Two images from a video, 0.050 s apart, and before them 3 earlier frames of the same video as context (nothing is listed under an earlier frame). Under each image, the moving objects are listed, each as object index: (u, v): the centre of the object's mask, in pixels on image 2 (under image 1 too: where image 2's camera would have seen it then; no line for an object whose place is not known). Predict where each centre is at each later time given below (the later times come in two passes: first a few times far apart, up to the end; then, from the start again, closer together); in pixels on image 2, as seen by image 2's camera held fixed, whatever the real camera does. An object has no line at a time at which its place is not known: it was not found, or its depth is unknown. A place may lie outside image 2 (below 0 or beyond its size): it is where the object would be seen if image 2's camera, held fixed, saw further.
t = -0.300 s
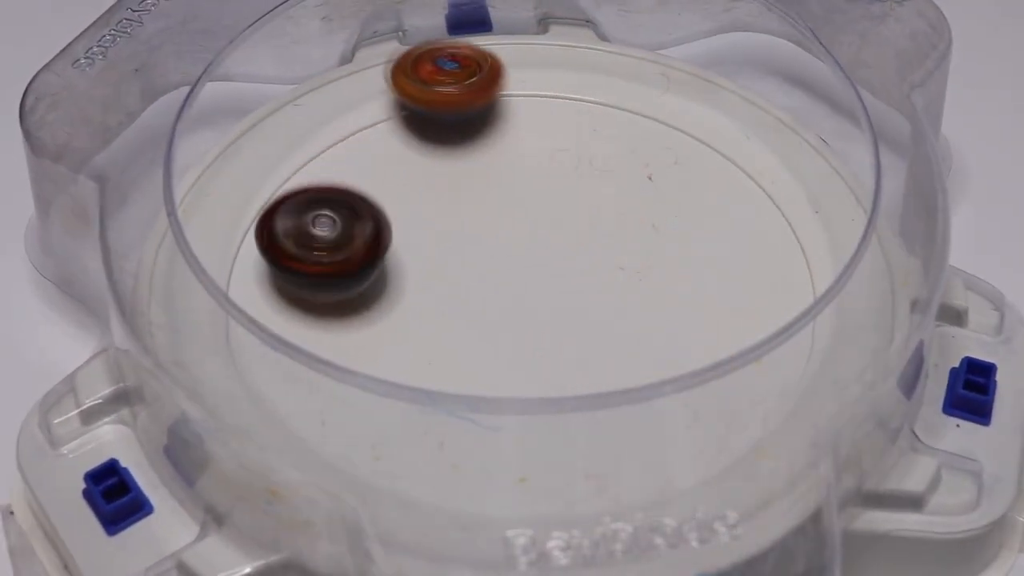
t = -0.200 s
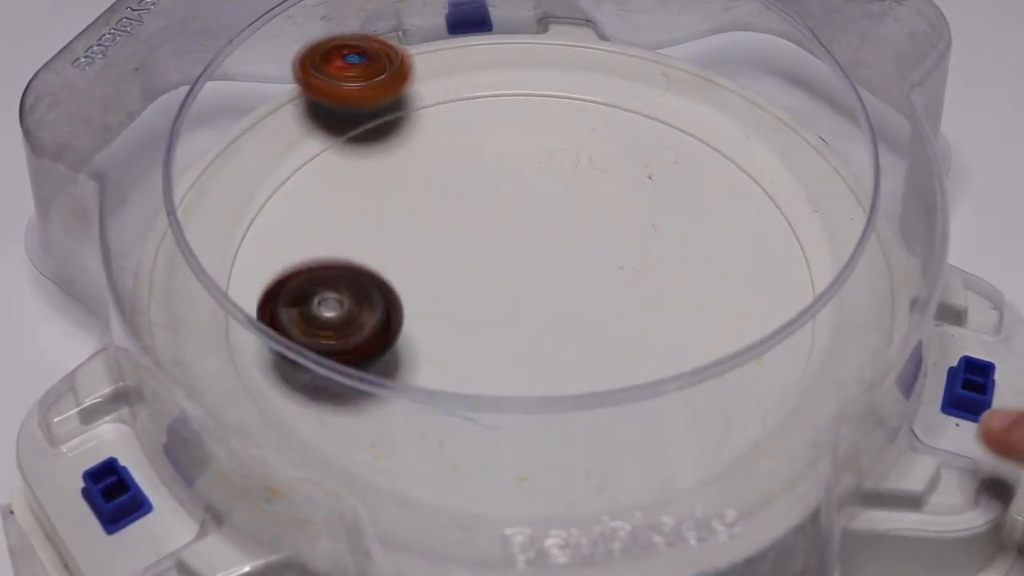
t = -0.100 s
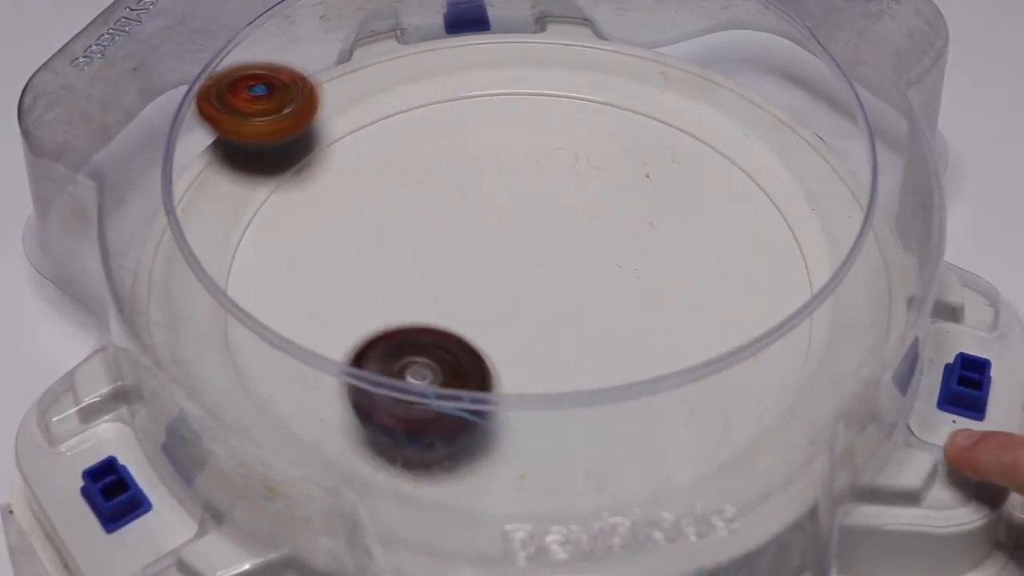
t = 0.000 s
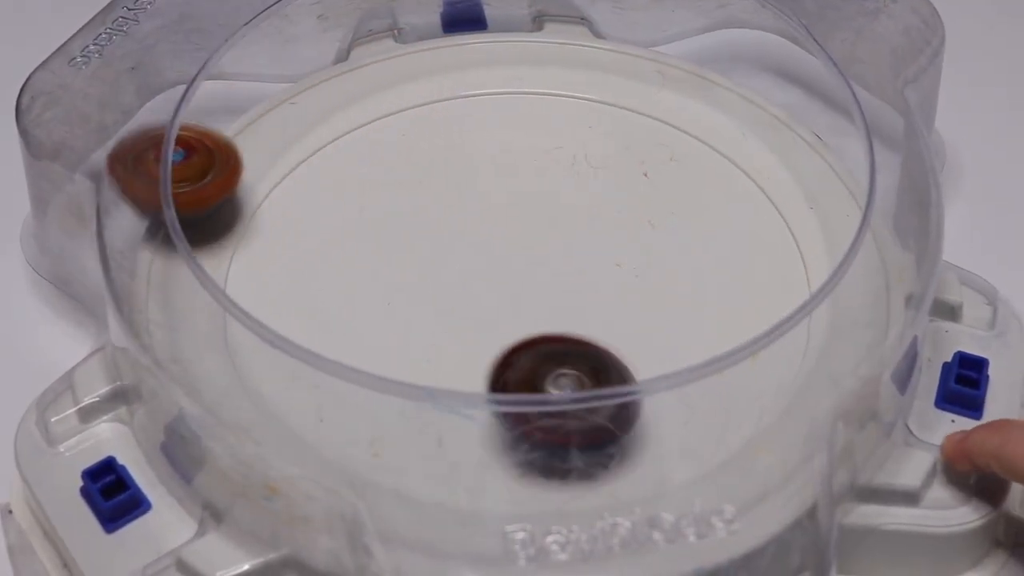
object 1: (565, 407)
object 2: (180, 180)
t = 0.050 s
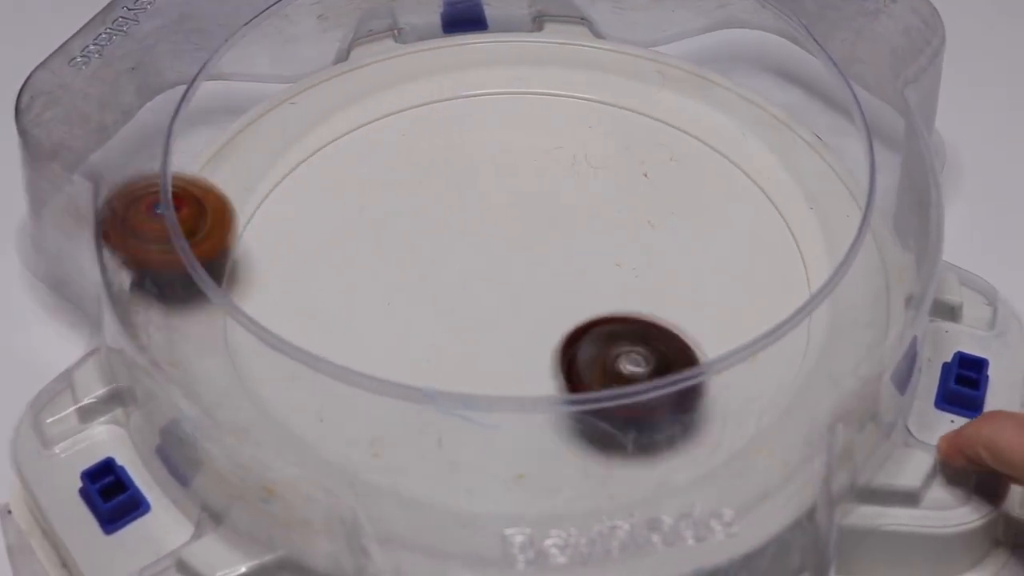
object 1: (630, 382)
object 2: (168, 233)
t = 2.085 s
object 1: (493, 461)
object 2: (616, 109)
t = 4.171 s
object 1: (365, 320)
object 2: (564, 101)
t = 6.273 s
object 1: (428, 259)
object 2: (621, 96)
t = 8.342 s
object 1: (546, 290)
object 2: (329, 307)
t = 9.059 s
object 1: (521, 275)
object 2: (650, 174)
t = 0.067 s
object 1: (647, 371)
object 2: (186, 247)
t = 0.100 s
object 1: (677, 342)
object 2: (210, 288)
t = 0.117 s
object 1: (685, 320)
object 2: (229, 308)
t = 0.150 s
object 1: (707, 300)
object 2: (274, 354)
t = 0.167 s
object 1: (715, 287)
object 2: (302, 375)
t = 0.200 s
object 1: (720, 256)
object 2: (372, 413)
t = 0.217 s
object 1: (719, 241)
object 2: (410, 426)
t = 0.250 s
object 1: (712, 211)
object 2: (494, 442)
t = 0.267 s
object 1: (705, 198)
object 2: (534, 442)
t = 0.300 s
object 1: (686, 171)
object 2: (617, 435)
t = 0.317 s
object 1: (674, 160)
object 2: (655, 426)
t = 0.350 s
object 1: (649, 133)
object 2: (724, 400)
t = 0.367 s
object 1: (634, 125)
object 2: (753, 383)
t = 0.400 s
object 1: (601, 110)
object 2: (796, 341)
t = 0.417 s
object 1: (583, 104)
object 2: (810, 317)
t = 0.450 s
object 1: (546, 95)
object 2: (828, 275)
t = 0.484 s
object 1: (509, 91)
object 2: (834, 229)
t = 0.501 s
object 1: (489, 89)
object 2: (831, 207)
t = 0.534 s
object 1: (450, 91)
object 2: (812, 167)
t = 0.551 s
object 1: (431, 95)
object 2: (804, 146)
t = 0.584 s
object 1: (395, 103)
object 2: (780, 104)
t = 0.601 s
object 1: (378, 108)
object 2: (765, 85)
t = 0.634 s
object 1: (344, 124)
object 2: (733, 43)
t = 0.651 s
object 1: (329, 134)
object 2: (716, 35)
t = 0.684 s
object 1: (305, 156)
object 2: (713, 34)
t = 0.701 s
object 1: (293, 169)
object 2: (723, 35)
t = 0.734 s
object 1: (274, 196)
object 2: (743, 49)
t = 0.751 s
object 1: (268, 212)
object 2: (753, 58)
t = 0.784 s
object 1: (263, 248)
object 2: (774, 76)
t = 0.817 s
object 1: (271, 275)
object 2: (802, 90)
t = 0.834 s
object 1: (280, 289)
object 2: (814, 97)
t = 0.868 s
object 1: (291, 345)
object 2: (840, 114)
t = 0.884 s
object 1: (307, 365)
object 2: (842, 118)
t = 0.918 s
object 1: (344, 391)
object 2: (833, 114)
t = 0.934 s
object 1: (366, 400)
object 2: (827, 112)
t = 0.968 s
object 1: (419, 434)
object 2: (805, 110)
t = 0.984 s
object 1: (449, 443)
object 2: (799, 110)
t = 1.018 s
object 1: (510, 460)
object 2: (785, 116)
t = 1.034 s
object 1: (542, 461)
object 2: (775, 115)
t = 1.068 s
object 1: (600, 440)
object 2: (745, 106)
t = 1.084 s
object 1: (628, 433)
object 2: (728, 107)
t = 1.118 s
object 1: (677, 411)
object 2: (690, 109)
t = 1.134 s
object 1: (700, 399)
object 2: (668, 112)
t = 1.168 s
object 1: (738, 368)
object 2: (625, 115)
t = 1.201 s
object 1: (766, 332)
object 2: (575, 121)
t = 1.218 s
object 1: (776, 314)
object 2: (550, 124)
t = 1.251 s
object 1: (777, 268)
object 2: (498, 133)
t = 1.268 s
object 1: (782, 257)
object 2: (472, 140)
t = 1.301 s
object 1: (788, 230)
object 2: (423, 161)
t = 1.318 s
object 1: (785, 214)
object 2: (401, 171)
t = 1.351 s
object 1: (767, 184)
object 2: (361, 194)
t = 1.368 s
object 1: (755, 169)
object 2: (342, 204)
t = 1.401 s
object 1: (725, 147)
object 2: (314, 238)
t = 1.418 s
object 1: (708, 137)
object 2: (302, 251)
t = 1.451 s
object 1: (673, 119)
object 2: (291, 282)
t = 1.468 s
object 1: (654, 112)
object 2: (286, 311)
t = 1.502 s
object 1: (614, 101)
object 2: (291, 349)
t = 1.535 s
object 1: (572, 93)
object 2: (308, 386)
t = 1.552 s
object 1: (550, 91)
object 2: (324, 404)
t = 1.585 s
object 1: (507, 91)
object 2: (362, 435)
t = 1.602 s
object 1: (486, 92)
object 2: (386, 454)
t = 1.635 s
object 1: (444, 98)
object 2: (444, 473)
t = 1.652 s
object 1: (424, 103)
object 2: (473, 477)
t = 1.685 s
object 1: (386, 115)
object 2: (539, 472)
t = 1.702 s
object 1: (368, 124)
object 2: (575, 468)
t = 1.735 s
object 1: (334, 145)
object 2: (640, 456)
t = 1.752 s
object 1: (320, 156)
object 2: (672, 450)
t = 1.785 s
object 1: (297, 183)
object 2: (725, 425)
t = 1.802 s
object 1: (288, 198)
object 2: (747, 410)
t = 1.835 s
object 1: (276, 231)
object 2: (769, 362)
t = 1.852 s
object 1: (273, 248)
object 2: (779, 341)
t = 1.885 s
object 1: (279, 273)
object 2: (786, 297)
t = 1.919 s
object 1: (287, 322)
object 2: (777, 255)
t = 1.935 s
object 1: (296, 341)
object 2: (773, 240)
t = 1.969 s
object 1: (324, 378)
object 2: (750, 204)
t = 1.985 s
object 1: (343, 390)
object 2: (737, 187)
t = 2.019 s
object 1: (385, 416)
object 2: (701, 159)
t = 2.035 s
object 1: (411, 428)
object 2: (683, 139)
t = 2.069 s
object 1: (466, 445)
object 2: (641, 121)
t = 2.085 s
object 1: (493, 461)
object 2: (616, 109)
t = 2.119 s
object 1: (551, 460)
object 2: (568, 96)
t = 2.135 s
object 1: (580, 458)
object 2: (544, 93)
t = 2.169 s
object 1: (632, 436)
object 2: (493, 89)
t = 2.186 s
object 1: (657, 427)
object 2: (469, 89)
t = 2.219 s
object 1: (702, 406)
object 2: (419, 94)
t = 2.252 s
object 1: (738, 379)
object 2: (374, 105)
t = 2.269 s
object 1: (752, 364)
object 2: (352, 113)
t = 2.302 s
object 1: (775, 318)
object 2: (312, 131)
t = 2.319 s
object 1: (782, 304)
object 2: (295, 141)
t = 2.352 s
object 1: (786, 278)
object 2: (267, 169)
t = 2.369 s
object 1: (779, 259)
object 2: (260, 192)
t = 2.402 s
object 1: (780, 234)
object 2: (246, 226)
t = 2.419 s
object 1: (774, 216)
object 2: (248, 244)
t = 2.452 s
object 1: (757, 189)
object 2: (243, 294)
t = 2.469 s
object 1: (747, 176)
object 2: (246, 313)
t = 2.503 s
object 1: (722, 155)
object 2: (268, 356)
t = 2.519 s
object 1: (707, 146)
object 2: (280, 373)
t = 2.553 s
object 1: (675, 129)
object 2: (315, 418)
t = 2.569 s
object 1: (659, 122)
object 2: (343, 429)
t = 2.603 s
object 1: (622, 113)
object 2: (397, 449)
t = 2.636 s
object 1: (582, 106)
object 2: (462, 460)
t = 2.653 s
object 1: (562, 105)
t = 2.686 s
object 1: (522, 106)
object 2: (559, 458)
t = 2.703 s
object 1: (502, 108)
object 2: (586, 441)
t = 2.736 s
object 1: (461, 116)
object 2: (640, 421)
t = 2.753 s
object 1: (442, 121)
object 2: (660, 405)
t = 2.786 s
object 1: (406, 135)
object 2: (700, 383)
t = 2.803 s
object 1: (390, 143)
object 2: (710, 354)
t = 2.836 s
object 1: (360, 162)
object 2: (726, 306)
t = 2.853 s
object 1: (346, 174)
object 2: (738, 292)
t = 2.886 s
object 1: (325, 199)
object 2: (749, 262)
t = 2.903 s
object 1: (317, 212)
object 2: (750, 243)
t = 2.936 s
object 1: (305, 241)
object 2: (740, 205)
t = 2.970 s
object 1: (301, 272)
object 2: (721, 171)
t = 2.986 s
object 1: (306, 288)
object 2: (711, 156)
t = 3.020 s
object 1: (313, 318)
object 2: (682, 121)
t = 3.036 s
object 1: (319, 337)
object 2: (666, 109)
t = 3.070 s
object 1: (343, 366)
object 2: (629, 89)
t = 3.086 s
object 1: (356, 370)
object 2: (609, 82)
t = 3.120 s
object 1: (393, 399)
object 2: (567, 71)
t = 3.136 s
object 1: (412, 408)
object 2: (543, 69)
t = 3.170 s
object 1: (456, 425)
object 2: (499, 69)
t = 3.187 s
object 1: (479, 430)
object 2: (473, 71)
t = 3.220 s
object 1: (523, 433)
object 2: (429, 80)
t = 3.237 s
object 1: (544, 431)
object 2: (408, 87)
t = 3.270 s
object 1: (589, 425)
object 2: (368, 106)
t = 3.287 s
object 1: (611, 419)
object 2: (351, 117)
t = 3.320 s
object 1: (649, 402)
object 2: (318, 145)
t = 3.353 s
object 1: (676, 375)
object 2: (294, 177)
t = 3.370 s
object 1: (692, 368)
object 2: (286, 195)
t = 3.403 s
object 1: (713, 342)
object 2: (276, 232)
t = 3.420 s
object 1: (714, 313)
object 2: (275, 254)
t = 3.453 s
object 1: (729, 296)
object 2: (291, 289)
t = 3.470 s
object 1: (733, 287)
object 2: (291, 316)
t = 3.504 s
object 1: (736, 263)
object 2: (316, 355)
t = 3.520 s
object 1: (733, 250)
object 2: (327, 378)
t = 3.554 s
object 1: (723, 227)
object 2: (367, 407)
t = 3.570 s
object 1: (716, 215)
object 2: (389, 419)
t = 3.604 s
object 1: (697, 191)
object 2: (439, 455)
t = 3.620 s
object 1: (685, 181)
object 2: (469, 459)
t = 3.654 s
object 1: (660, 166)
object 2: (524, 465)
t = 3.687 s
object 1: (632, 155)
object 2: (580, 460)
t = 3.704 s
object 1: (616, 149)
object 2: (610, 457)
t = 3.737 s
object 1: (583, 148)
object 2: (664, 444)
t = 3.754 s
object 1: (566, 145)
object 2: (689, 435)
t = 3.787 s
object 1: (534, 144)
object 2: (726, 401)
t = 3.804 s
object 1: (518, 145)
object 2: (743, 387)
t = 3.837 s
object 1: (485, 149)
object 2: (773, 354)
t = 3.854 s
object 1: (468, 149)
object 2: (786, 336)
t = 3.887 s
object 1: (438, 158)
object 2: (797, 295)
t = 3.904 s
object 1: (425, 164)
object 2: (795, 271)
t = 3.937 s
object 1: (400, 178)
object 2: (788, 241)
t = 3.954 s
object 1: (388, 186)
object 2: (787, 220)
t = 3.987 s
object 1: (368, 205)
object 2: (769, 188)
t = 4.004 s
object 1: (361, 215)
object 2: (755, 175)
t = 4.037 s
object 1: (350, 236)
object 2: (726, 148)
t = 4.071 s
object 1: (343, 260)
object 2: (691, 127)
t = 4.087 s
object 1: (342, 273)
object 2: (672, 121)
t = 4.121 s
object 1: (347, 298)
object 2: (630, 109)
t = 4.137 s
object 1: (352, 307)
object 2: (609, 106)
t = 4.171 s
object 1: (365, 320)
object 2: (564, 101)
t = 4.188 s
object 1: (374, 329)
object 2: (542, 102)
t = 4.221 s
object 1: (393, 358)
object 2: (497, 106)
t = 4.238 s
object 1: (405, 371)
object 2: (475, 110)
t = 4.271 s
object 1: (435, 383)
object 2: (433, 122)
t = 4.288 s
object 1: (449, 391)
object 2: (413, 129)
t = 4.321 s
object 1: (481, 399)
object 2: (375, 149)
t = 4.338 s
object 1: (498, 401)
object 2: (358, 169)
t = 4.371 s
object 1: (532, 400)
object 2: (327, 187)
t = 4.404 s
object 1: (564, 393)
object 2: (303, 216)
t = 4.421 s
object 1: (579, 390)
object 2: (297, 237)
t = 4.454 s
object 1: (608, 377)
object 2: (281, 261)
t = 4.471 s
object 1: (620, 371)
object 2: (286, 280)
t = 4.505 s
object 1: (641, 352)
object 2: (281, 320)
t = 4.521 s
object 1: (647, 334)
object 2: (286, 337)
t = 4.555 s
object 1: (662, 321)
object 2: (300, 372)
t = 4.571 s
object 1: (667, 314)
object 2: (312, 387)
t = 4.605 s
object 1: (675, 297)
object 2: (341, 431)
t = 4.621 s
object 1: (676, 287)
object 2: (367, 430)
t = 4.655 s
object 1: (671, 267)
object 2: (411, 454)
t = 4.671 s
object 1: (667, 258)
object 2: (440, 464)
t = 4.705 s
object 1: (658, 237)
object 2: (492, 473)
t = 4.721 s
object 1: (650, 232)
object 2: (523, 471)
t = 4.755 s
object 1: (634, 214)
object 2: (576, 466)
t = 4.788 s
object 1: (615, 202)
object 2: (632, 457)
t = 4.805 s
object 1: (604, 197)
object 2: (658, 450)
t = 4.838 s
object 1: (581, 188)
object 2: (701, 429)
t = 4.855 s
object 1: (570, 185)
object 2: (716, 406)
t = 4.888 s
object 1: (546, 182)
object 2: (738, 372)
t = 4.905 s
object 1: (534, 181)
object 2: (753, 358)
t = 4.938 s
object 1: (511, 180)
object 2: (757, 313)
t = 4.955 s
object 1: (499, 181)
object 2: (750, 290)
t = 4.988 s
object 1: (475, 186)
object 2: (755, 265)
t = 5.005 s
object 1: (465, 188)
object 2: (747, 248)
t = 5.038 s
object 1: (445, 197)
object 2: (733, 218)
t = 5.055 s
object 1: (435, 202)
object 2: (720, 204)
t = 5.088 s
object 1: (418, 213)
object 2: (695, 178)
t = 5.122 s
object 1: (405, 227)
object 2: (665, 150)
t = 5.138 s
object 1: (399, 235)
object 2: (647, 137)
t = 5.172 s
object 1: (392, 250)
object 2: (614, 122)
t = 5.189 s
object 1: (390, 258)
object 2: (592, 115)
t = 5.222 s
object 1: (389, 279)
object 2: (555, 104)
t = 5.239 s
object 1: (390, 288)
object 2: (533, 101)
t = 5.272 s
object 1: (397, 301)
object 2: (494, 97)
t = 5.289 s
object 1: (402, 313)
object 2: (472, 98)
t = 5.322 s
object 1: (416, 325)
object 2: (432, 102)
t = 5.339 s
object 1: (425, 330)
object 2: (413, 106)
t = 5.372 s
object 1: (443, 337)
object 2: (374, 117)
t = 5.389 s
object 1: (452, 340)
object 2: (357, 125)
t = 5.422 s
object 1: (477, 345)
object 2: (322, 143)
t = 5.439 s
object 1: (489, 347)
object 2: (309, 155)
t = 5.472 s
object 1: (514, 349)
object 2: (284, 180)
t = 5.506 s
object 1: (539, 348)
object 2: (268, 210)
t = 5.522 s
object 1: (550, 346)
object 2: (261, 230)
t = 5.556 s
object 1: (574, 341)
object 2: (262, 258)
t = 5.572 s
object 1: (584, 338)
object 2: (272, 276)
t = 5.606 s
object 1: (601, 331)
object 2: (274, 321)
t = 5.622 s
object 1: (610, 327)
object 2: (284, 340)
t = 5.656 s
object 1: (621, 315)
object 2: (313, 373)
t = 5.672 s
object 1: (625, 307)
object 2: (332, 390)
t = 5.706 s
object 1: (632, 292)
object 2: (375, 414)
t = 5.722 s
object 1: (633, 284)
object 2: (400, 427)
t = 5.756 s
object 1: (634, 269)
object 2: (455, 439)
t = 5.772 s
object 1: (632, 261)
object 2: (485, 443)
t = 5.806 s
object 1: (626, 244)
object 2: (538, 440)
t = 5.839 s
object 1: (617, 235)
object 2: (592, 432)
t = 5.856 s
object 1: (611, 230)
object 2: (618, 425)
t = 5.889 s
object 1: (598, 216)
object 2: (662, 404)
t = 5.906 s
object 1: (589, 213)
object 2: (684, 393)
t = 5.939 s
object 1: (572, 205)
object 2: (712, 361)
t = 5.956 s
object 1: (564, 203)
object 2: (728, 345)
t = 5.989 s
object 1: (544, 200)
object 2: (748, 310)
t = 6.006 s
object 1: (535, 198)
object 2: (747, 290)
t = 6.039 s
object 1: (516, 198)
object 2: (762, 265)
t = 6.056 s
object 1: (507, 199)
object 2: (763, 252)
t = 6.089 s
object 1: (489, 203)
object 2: (757, 222)
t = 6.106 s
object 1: (480, 206)
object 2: (752, 207)
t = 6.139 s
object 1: (465, 212)
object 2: (737, 181)
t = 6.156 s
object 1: (458, 217)
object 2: (728, 169)
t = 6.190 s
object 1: (445, 227)
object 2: (701, 145)
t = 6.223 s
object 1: (436, 239)
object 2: (673, 118)
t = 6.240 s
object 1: (432, 246)
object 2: (657, 108)
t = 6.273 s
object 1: (428, 259)
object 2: (621, 96)
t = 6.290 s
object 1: (427, 267)
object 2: (604, 91)
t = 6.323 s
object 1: (428, 281)
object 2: (563, 88)
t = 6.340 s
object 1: (430, 289)
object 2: (543, 84)
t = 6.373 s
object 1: (436, 302)
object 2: (502, 87)
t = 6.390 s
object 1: (442, 309)
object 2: (480, 90)
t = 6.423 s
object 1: (453, 325)
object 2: (443, 101)
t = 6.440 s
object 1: (459, 327)
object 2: (423, 109)
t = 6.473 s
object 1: (477, 335)
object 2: (387, 128)
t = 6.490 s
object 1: (485, 337)
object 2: (372, 140)
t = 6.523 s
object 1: (505, 340)
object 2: (343, 165)
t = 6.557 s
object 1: (524, 341)
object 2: (324, 203)
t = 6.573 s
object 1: (534, 340)
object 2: (313, 210)
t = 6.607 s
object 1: (552, 338)
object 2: (305, 251)
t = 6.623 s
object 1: (561, 337)
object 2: (302, 269)
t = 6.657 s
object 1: (578, 332)
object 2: (310, 296)
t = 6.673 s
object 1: (604, 313)
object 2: (339, 367)
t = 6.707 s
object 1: (617, 262)
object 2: (499, 464)
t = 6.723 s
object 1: (602, 241)
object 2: (600, 460)
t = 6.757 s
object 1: (550, 219)
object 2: (758, 373)
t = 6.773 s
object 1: (522, 218)
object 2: (781, 304)
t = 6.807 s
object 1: (474, 235)
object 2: (728, 193)
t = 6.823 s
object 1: (459, 252)
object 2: (663, 155)
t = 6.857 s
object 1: (458, 288)
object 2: (507, 128)
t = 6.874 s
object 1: (471, 305)
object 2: (427, 140)
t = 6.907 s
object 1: (518, 321)
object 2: (305, 210)
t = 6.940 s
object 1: (565, 305)
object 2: (279, 326)
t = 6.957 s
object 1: (578, 289)
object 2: (317, 390)
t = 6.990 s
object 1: (573, 254)
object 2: (500, 462)
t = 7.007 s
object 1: (557, 240)
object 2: (602, 439)
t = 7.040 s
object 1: (510, 235)
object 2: (715, 314)
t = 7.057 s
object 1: (489, 242)
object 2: (738, 266)
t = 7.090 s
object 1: (466, 270)
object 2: (678, 162)
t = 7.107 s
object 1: (471, 287)
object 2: (621, 128)
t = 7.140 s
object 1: (504, 312)
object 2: (483, 105)
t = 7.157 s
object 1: (529, 314)
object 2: (412, 121)
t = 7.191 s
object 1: (571, 296)
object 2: (312, 209)
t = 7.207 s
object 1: (578, 279)
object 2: (302, 273)
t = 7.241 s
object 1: (563, 249)
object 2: (387, 399)
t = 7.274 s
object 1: (521, 239)
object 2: (568, 431)
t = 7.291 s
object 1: (501, 243)
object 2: (658, 409)
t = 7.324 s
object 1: (475, 268)
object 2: (762, 311)
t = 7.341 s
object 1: (474, 285)
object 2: (769, 255)
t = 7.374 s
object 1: (506, 309)
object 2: (692, 163)
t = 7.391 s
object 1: (529, 311)
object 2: (625, 138)
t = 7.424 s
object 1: (565, 294)
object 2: (471, 139)
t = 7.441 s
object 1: (572, 279)
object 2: (402, 164)
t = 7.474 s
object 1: (558, 249)
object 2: (311, 255)
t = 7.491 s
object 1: (538, 242)
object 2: (307, 298)
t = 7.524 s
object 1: (497, 247)
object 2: (379, 422)
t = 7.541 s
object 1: (483, 259)
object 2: (465, 459)
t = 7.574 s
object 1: (483, 287)
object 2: (644, 422)
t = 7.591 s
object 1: (496, 299)
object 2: (700, 367)
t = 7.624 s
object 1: (535, 304)
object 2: (718, 249)
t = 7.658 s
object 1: (563, 284)
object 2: (636, 159)
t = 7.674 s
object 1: (562, 270)
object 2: (574, 134)
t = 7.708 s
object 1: (541, 251)
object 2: (439, 117)
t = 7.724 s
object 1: (523, 247)
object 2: (378, 138)
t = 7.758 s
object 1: (490, 257)
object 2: (305, 239)
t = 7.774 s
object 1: (481, 269)
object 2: (310, 290)
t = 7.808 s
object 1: (490, 291)
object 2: (417, 406)
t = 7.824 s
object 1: (506, 295)
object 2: (505, 418)
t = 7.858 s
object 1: (543, 303)
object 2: (667, 376)
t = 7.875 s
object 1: (556, 291)
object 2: (718, 330)
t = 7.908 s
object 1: (562, 264)
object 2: (739, 229)
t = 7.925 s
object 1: (551, 251)
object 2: (707, 185)
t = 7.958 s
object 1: (514, 243)
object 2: (590, 135)
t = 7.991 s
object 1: (485, 259)
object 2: (450, 150)
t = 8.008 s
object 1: (478, 273)
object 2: (390, 183)
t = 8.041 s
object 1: (493, 297)
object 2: (329, 281)
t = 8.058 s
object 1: (510, 303)
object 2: (342, 319)
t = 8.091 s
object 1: (545, 297)
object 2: (434, 427)
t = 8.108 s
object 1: (556, 289)
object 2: (516, 443)
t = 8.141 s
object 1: (558, 263)
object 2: (667, 395)
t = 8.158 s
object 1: (548, 254)
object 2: (707, 339)
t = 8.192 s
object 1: (516, 248)
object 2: (699, 236)
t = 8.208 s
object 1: (501, 252)
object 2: (660, 194)
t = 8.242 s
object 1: (485, 273)
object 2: (545, 145)
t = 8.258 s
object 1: (486, 285)
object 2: (481, 141)
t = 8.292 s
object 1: (508, 299)
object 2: (364, 176)
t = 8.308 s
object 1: (523, 299)
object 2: (323, 205)
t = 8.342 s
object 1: (546, 290)
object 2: (329, 307)
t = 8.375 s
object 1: (553, 272)
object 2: (449, 392)
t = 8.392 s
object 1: (549, 264)
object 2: (534, 411)
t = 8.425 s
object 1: (533, 256)
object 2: (675, 351)
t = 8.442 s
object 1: (524, 255)
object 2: (710, 303)
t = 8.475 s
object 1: (508, 258)
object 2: (709, 213)
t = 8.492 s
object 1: (503, 262)
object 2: (674, 175)
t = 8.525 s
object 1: (499, 273)
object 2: (560, 139)
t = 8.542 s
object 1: (500, 278)
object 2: (494, 145)
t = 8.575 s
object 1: (509, 284)
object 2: (383, 205)
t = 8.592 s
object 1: (514, 285)
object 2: (353, 251)
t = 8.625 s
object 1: (523, 285)
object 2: (365, 351)
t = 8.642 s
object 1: (526, 282)
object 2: (409, 395)
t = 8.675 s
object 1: (531, 278)
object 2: (549, 425)
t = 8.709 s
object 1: (530, 275)
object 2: (677, 370)
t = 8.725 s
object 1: (528, 273)
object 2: (702, 312)
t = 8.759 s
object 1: (523, 273)
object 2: (677, 225)
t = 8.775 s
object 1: (521, 273)
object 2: (635, 190)
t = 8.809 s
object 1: (519, 273)
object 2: (524, 154)
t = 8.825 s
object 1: (517, 274)
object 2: (463, 154)
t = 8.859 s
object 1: (519, 275)
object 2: (359, 187)
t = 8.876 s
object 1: (518, 276)
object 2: (330, 228)
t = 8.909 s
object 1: (519, 277)
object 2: (353, 319)
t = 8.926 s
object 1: (520, 276)
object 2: (405, 370)
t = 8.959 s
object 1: (519, 275)
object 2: (556, 393)
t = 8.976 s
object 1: (521, 275)
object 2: (622, 370)
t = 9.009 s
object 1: (520, 275)
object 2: (701, 293)
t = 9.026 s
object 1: (520, 275)
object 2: (708, 249)
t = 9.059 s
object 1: (521, 275)
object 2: (650, 174)
